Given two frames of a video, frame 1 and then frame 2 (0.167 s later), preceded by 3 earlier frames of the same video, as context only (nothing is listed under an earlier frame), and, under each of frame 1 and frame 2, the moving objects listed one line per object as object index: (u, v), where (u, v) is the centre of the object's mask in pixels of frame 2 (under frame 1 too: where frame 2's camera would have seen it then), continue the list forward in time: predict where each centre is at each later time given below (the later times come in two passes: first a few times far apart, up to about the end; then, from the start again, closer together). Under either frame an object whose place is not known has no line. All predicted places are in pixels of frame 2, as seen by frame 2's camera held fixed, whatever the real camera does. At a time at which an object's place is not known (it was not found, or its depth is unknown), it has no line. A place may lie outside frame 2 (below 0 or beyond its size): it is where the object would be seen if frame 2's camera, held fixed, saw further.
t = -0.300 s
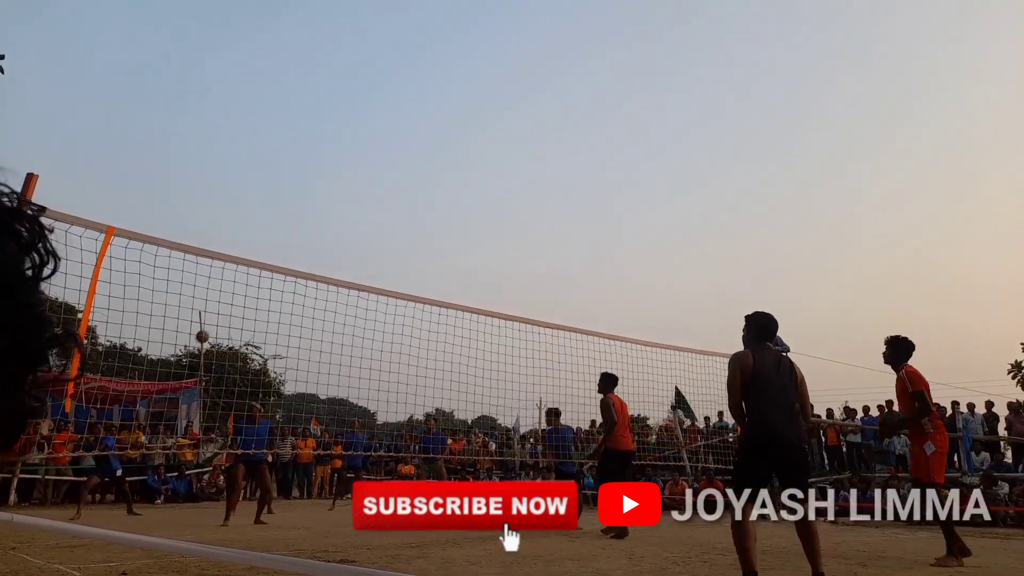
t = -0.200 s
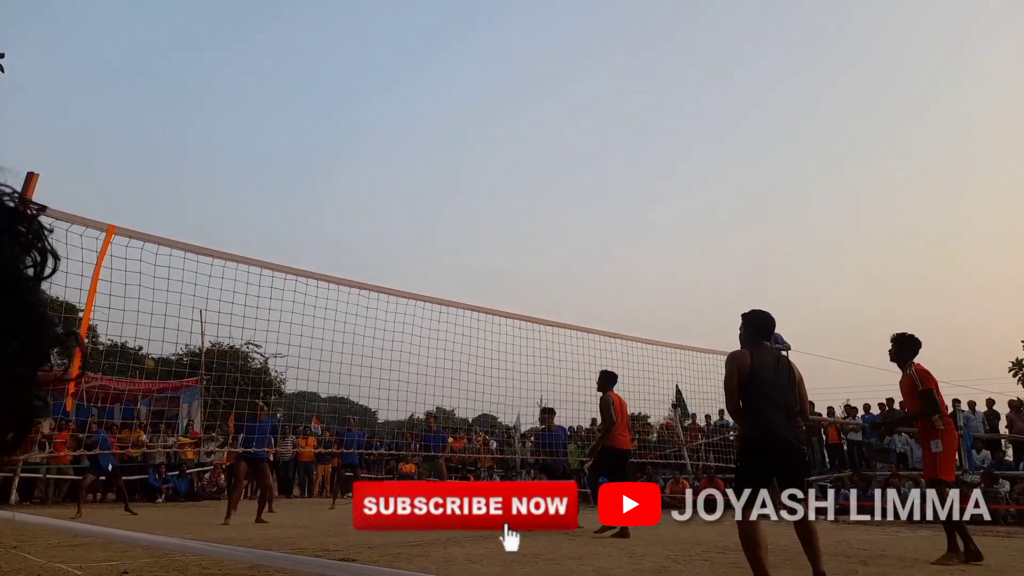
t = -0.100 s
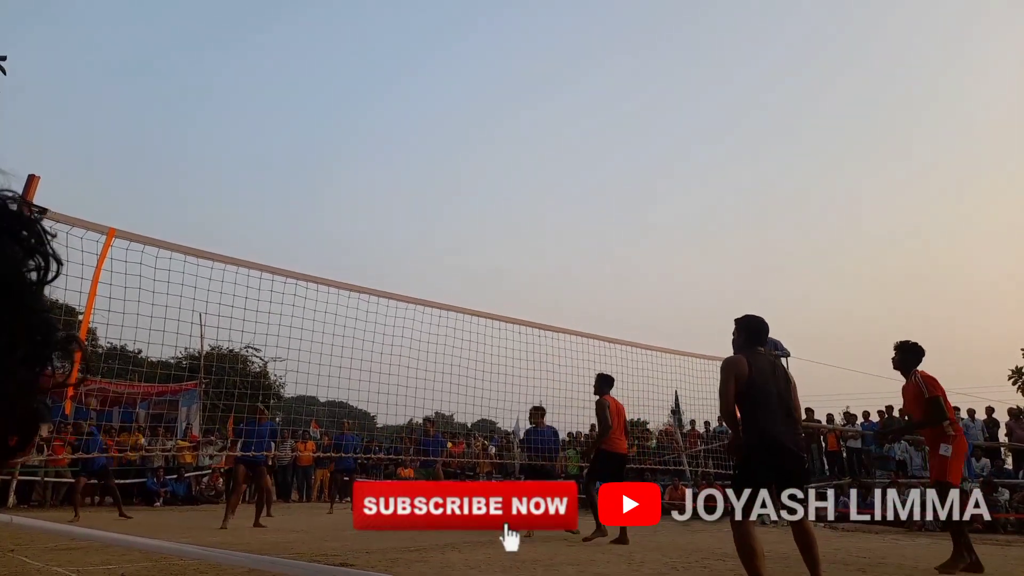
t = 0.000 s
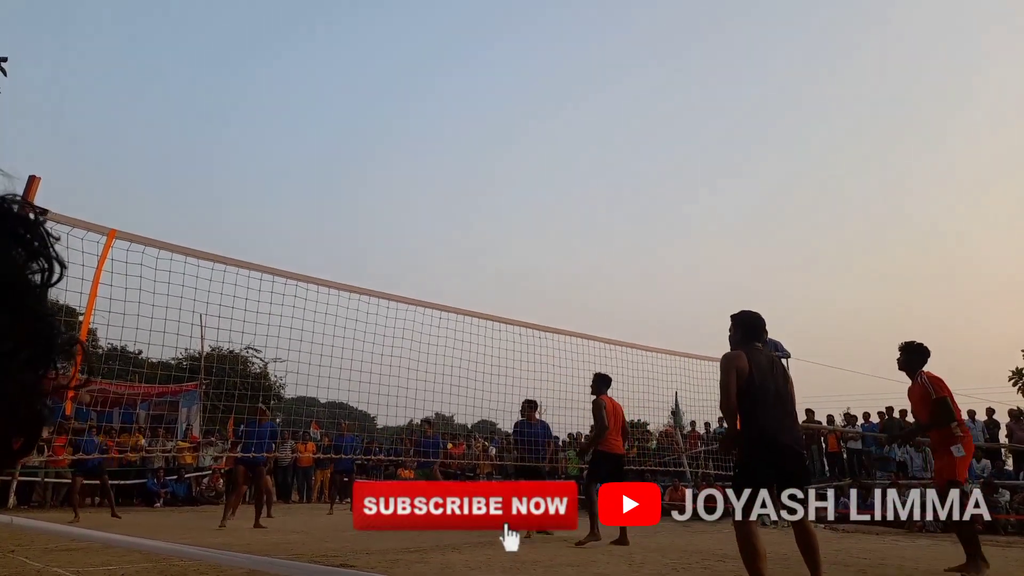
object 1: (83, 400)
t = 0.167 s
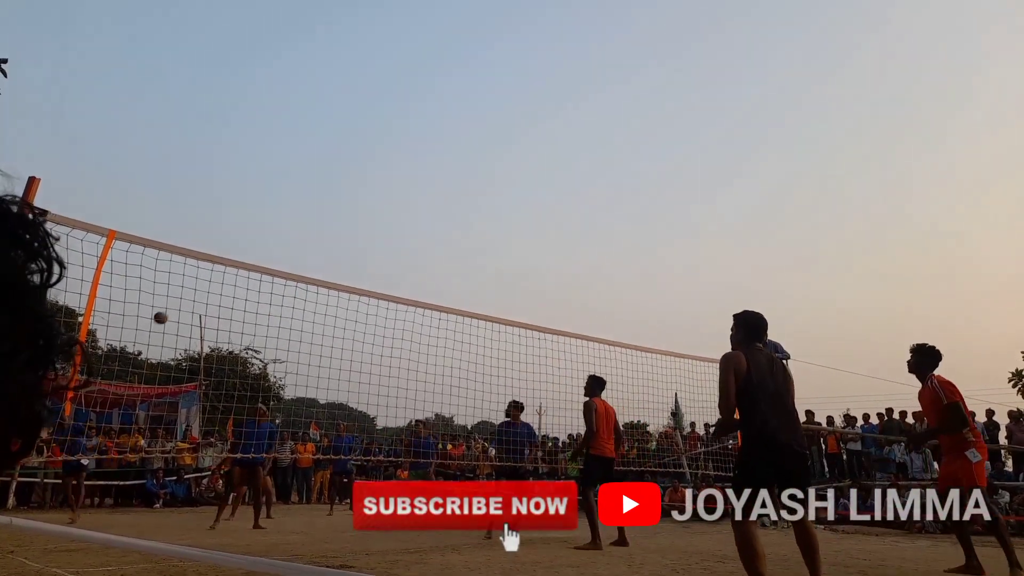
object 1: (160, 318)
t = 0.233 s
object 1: (193, 289)
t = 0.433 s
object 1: (294, 214)
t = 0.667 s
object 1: (427, 156)
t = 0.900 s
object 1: (589, 134)
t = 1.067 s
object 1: (734, 146)
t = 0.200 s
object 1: (177, 303)
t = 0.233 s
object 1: (193, 289)
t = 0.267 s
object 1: (209, 275)
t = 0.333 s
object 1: (242, 249)
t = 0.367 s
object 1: (259, 237)
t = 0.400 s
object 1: (276, 225)
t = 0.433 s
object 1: (294, 214)
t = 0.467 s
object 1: (312, 204)
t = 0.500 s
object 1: (331, 195)
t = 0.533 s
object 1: (349, 186)
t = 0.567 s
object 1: (368, 178)
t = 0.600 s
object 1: (387, 170)
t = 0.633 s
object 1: (407, 162)
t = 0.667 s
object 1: (427, 156)
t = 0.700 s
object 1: (448, 151)
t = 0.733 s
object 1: (470, 147)
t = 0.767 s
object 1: (492, 142)
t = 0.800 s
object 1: (515, 139)
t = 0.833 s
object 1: (539, 137)
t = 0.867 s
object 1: (563, 135)
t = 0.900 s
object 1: (589, 134)
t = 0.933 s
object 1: (615, 134)
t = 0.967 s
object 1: (643, 136)
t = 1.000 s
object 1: (671, 138)
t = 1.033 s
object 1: (702, 141)
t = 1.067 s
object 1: (734, 146)
